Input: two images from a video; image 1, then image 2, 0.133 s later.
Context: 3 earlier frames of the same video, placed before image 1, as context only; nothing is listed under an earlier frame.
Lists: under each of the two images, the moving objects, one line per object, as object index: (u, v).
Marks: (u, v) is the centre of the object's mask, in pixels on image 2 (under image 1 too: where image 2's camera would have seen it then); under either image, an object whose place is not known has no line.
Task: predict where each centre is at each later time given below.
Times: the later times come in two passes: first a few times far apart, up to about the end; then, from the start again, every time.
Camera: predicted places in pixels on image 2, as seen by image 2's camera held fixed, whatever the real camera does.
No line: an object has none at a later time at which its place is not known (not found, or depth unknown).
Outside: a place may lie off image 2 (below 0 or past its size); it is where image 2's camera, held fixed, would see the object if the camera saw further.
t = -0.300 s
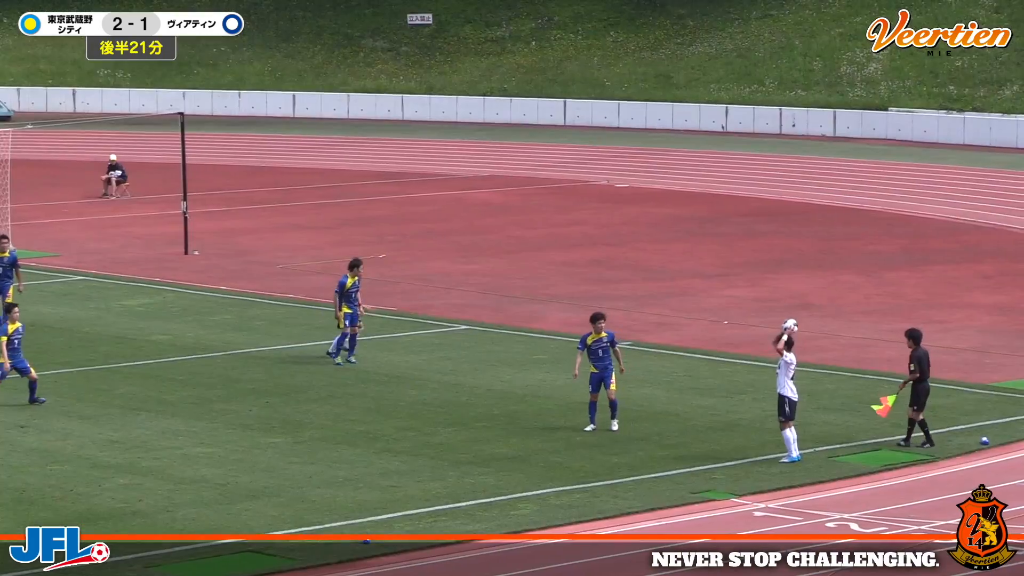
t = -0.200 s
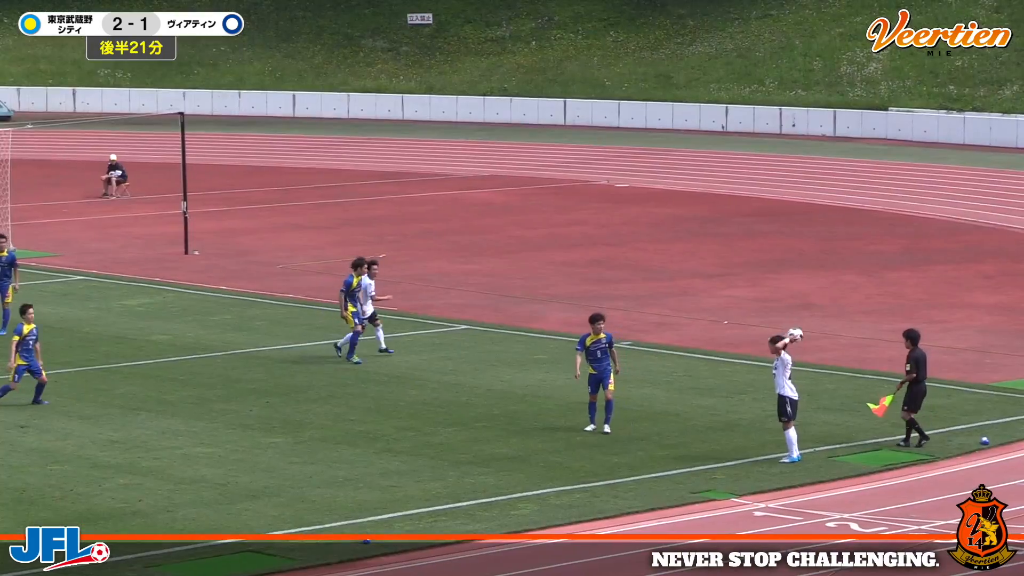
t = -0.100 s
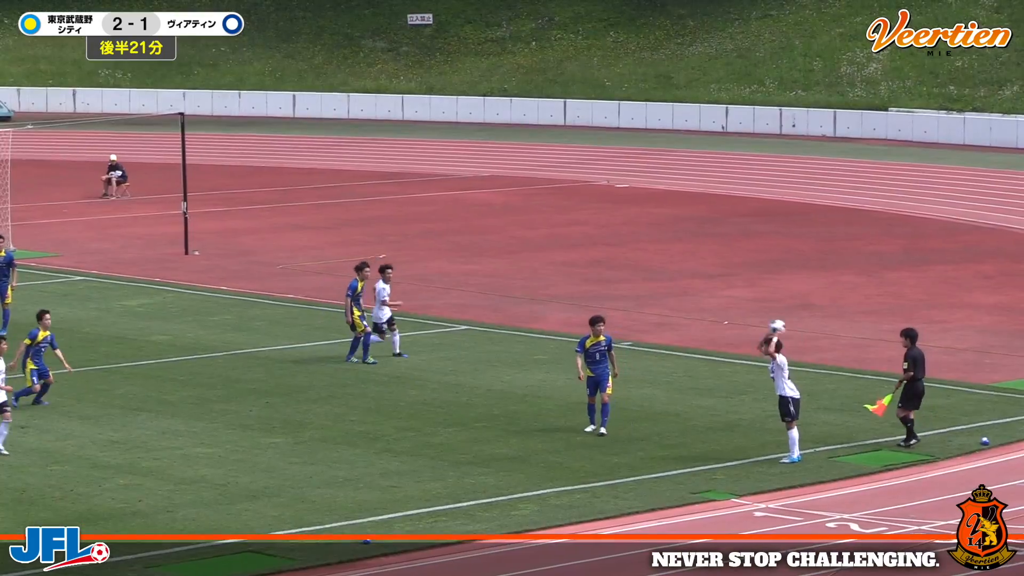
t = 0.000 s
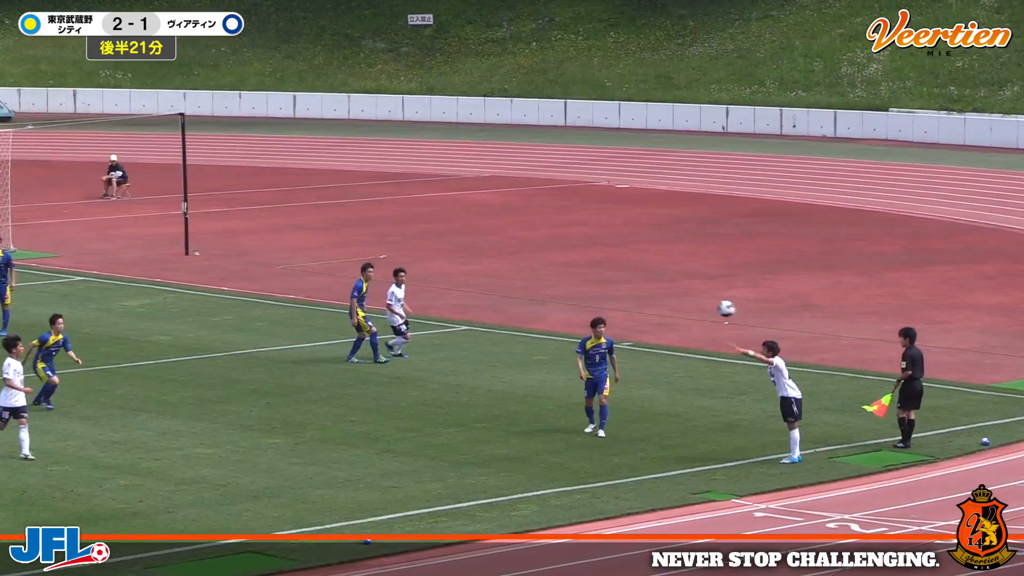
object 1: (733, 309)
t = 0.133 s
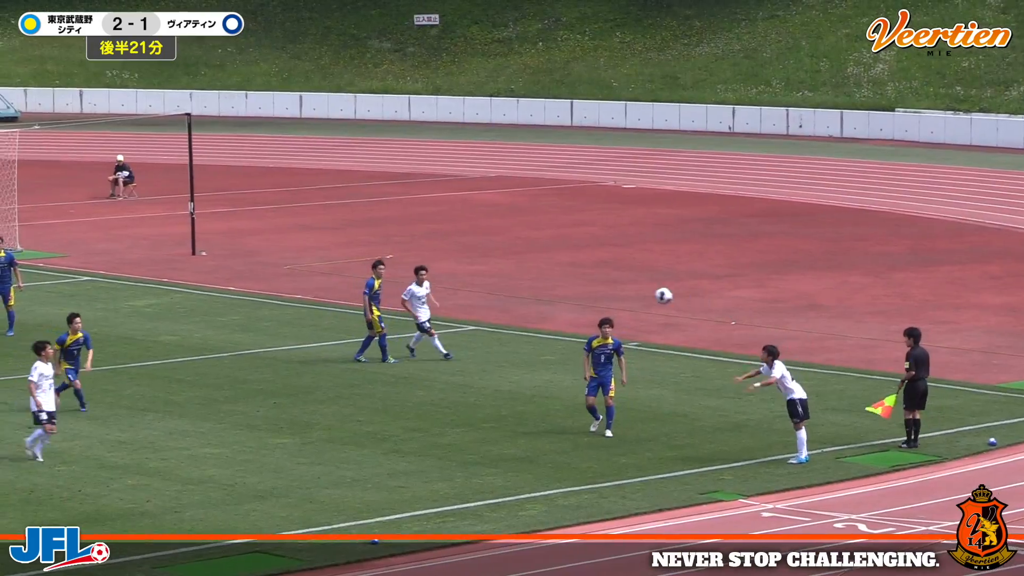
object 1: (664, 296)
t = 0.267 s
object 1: (595, 296)
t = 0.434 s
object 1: (508, 317)
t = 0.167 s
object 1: (646, 294)
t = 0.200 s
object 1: (629, 294)
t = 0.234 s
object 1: (612, 294)
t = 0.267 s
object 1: (595, 296)
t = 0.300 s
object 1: (577, 299)
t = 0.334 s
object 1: (560, 302)
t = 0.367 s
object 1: (543, 306)
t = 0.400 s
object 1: (526, 311)
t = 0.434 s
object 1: (508, 317)
